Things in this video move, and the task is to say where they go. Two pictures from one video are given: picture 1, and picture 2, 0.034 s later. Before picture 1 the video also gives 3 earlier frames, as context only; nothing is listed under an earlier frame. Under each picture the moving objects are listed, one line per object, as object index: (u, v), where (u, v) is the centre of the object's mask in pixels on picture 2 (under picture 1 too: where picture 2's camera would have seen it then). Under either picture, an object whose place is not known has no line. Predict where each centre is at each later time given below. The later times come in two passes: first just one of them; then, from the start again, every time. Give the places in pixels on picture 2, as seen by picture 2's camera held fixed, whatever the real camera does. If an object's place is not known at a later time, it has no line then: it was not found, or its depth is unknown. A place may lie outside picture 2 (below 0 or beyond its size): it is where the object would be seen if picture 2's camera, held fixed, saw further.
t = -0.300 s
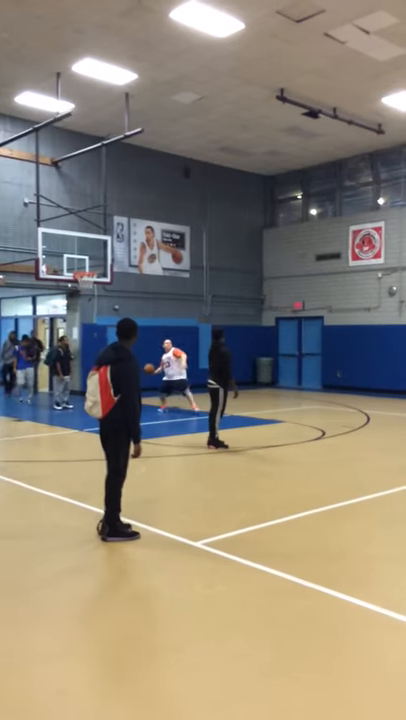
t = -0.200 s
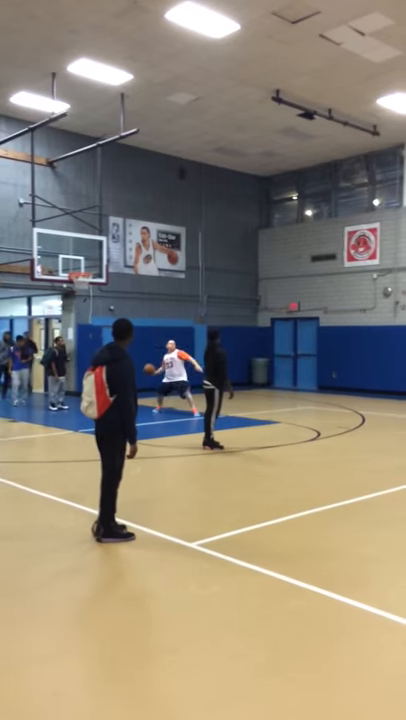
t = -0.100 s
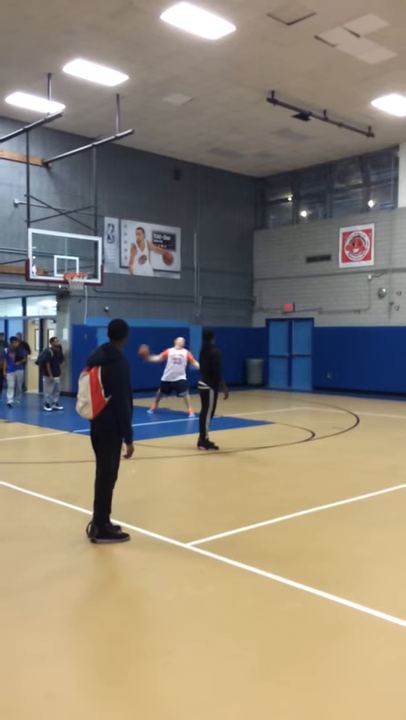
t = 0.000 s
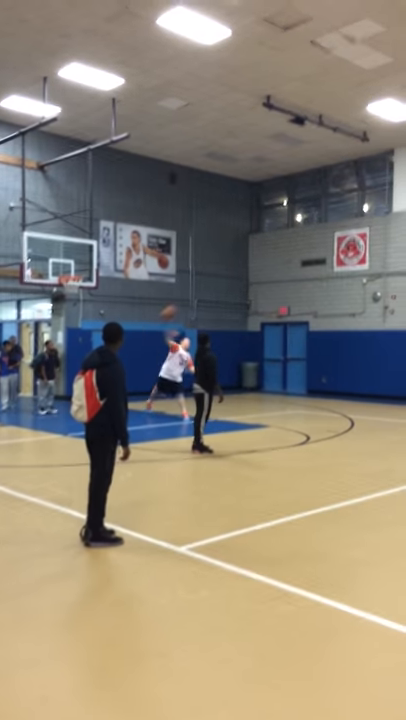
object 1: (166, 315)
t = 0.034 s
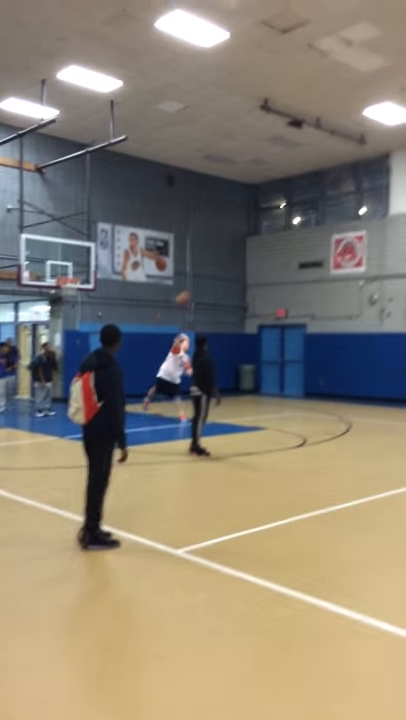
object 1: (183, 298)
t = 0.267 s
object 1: (308, 187)
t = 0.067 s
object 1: (197, 284)
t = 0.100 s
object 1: (214, 271)
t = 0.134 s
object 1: (228, 255)
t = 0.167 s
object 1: (246, 238)
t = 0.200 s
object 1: (265, 221)
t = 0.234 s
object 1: (286, 205)
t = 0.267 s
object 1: (308, 187)
